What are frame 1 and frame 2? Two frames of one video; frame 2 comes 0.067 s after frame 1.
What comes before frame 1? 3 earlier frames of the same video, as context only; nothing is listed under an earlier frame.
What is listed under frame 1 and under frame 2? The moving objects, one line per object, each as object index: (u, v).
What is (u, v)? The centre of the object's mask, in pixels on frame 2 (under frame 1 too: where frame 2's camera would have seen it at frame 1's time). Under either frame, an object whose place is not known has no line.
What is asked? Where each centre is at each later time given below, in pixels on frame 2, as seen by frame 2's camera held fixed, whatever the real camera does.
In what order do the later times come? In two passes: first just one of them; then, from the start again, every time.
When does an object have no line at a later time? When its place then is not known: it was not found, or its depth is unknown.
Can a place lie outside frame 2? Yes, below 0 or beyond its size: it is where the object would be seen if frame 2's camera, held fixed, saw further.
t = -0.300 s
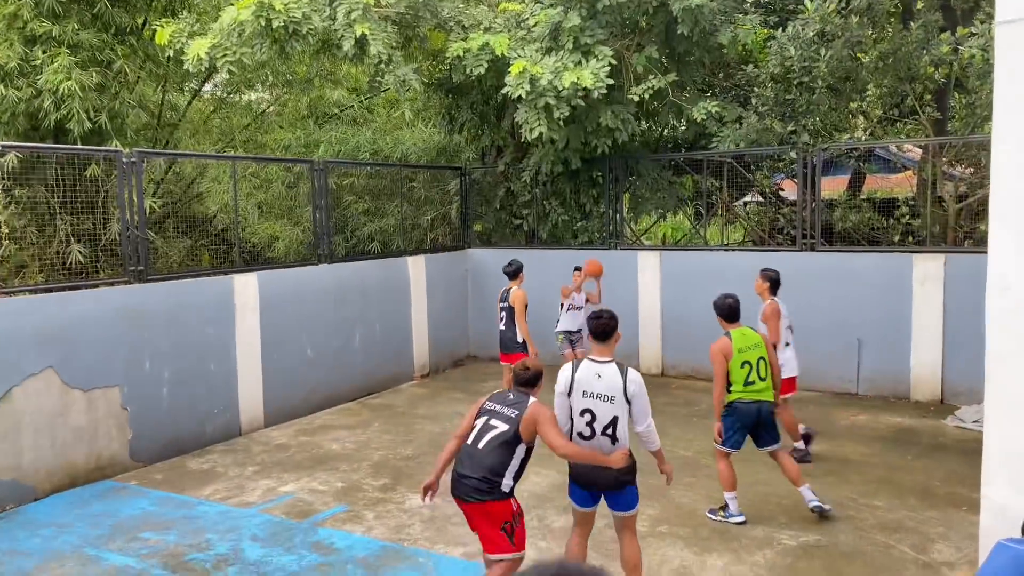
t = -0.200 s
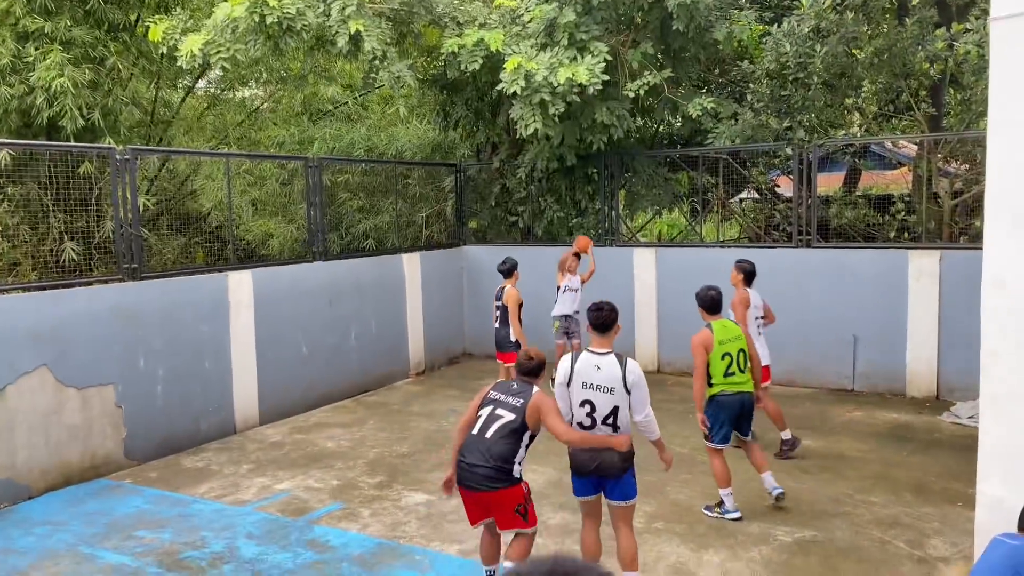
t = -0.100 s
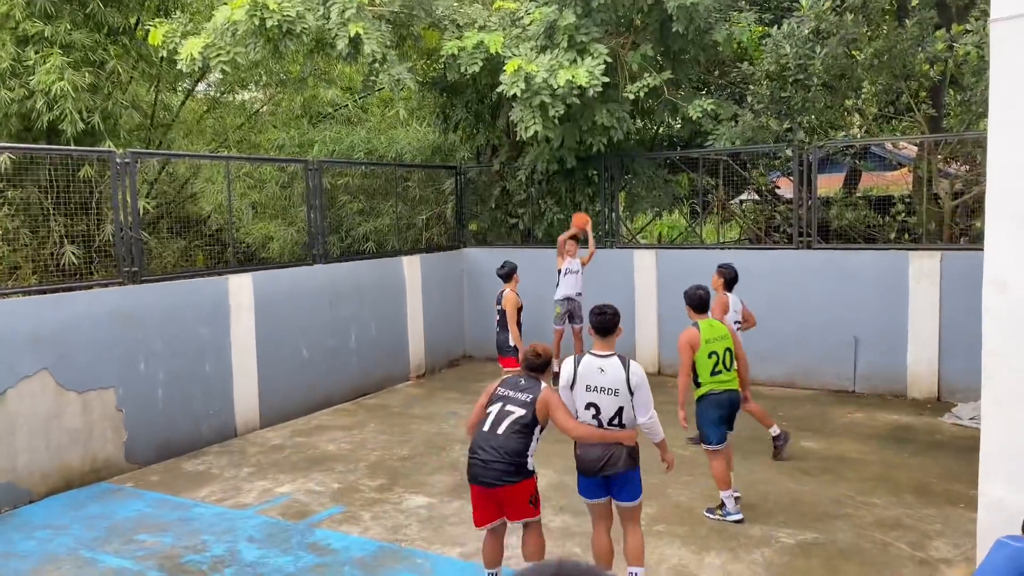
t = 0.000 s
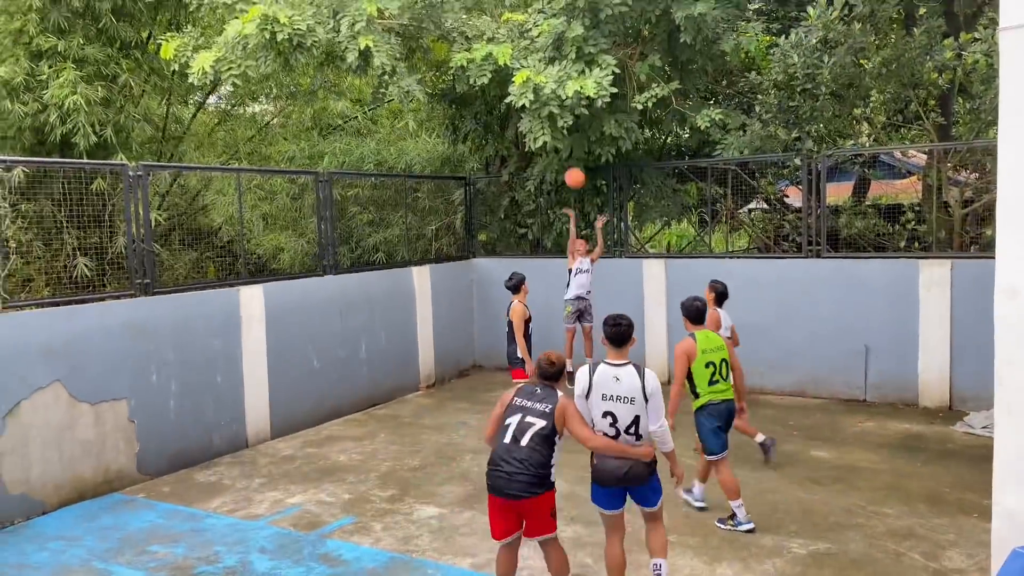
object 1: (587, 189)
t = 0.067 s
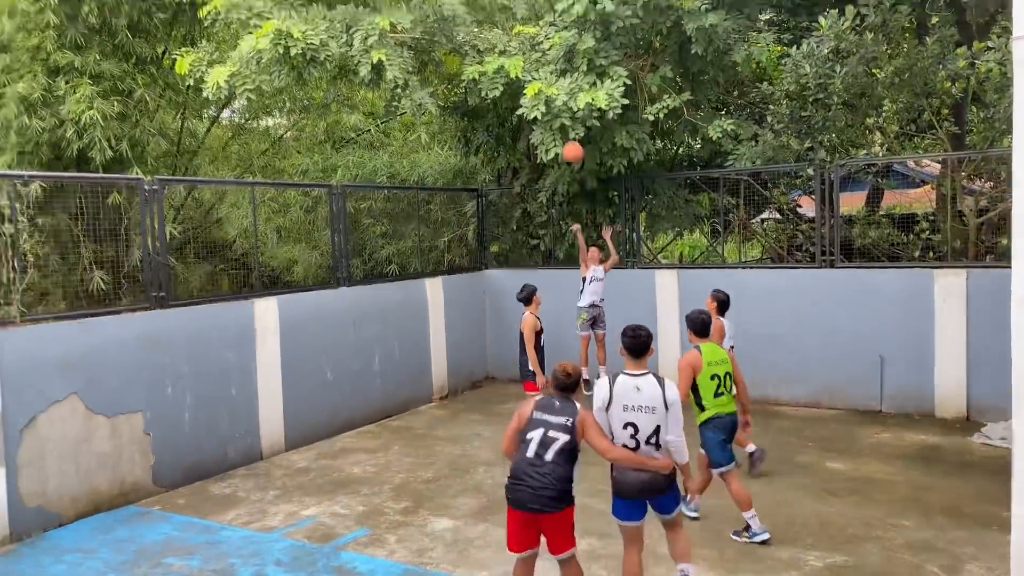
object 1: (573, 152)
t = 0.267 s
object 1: (524, 45)
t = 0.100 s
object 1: (565, 134)
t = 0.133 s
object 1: (558, 115)
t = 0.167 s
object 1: (550, 98)
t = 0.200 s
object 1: (541, 79)
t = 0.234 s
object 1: (533, 62)
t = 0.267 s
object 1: (524, 45)
